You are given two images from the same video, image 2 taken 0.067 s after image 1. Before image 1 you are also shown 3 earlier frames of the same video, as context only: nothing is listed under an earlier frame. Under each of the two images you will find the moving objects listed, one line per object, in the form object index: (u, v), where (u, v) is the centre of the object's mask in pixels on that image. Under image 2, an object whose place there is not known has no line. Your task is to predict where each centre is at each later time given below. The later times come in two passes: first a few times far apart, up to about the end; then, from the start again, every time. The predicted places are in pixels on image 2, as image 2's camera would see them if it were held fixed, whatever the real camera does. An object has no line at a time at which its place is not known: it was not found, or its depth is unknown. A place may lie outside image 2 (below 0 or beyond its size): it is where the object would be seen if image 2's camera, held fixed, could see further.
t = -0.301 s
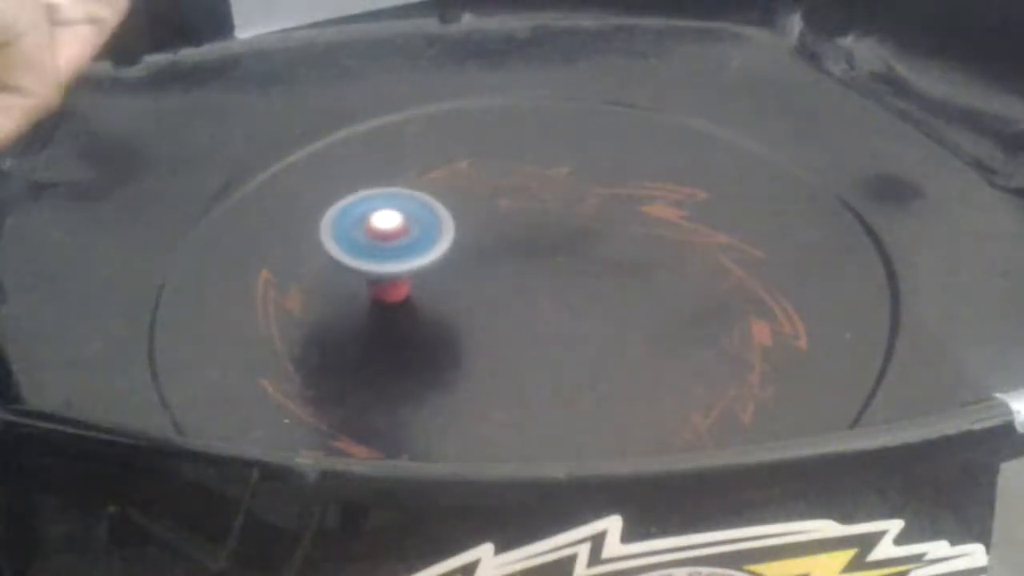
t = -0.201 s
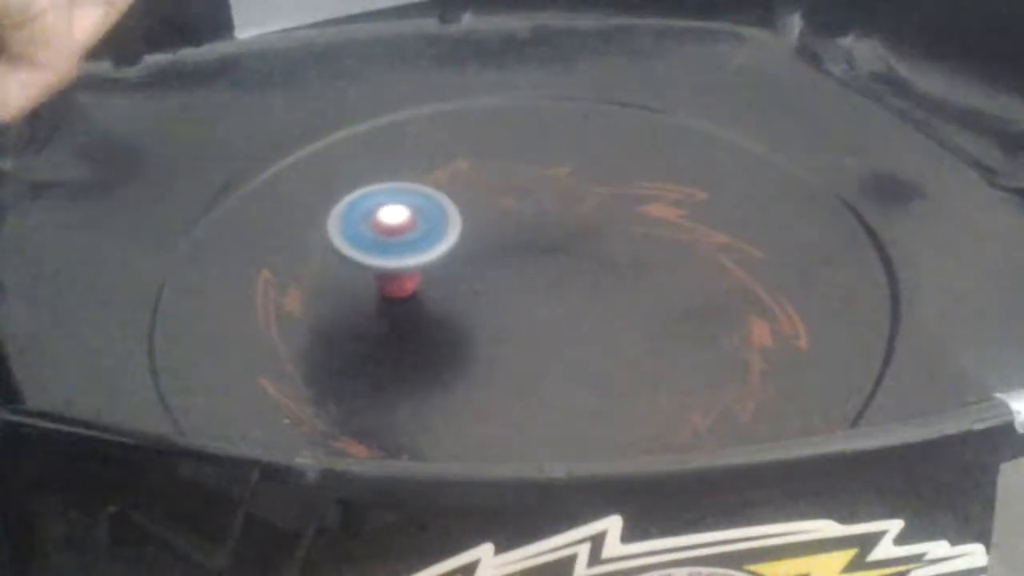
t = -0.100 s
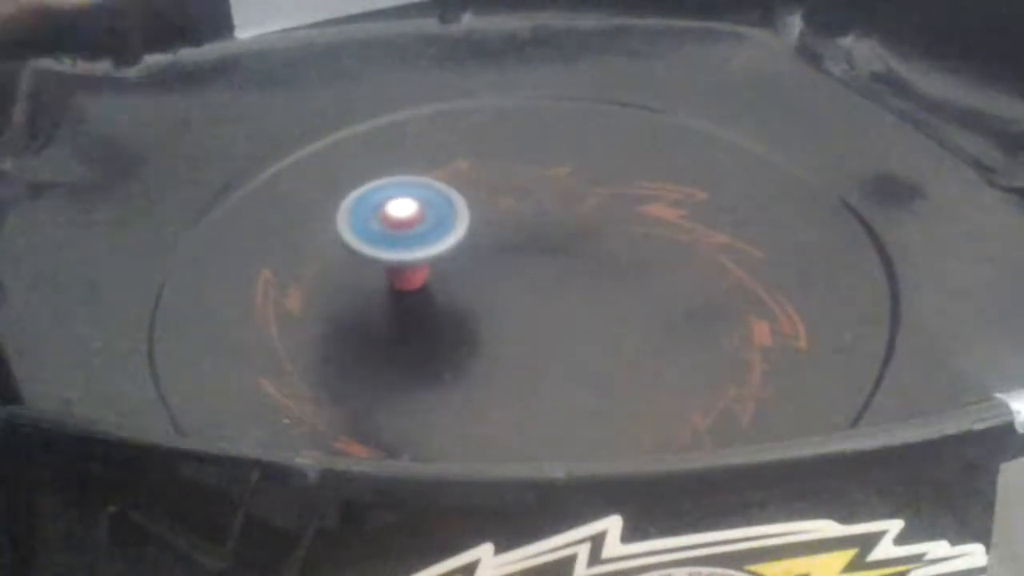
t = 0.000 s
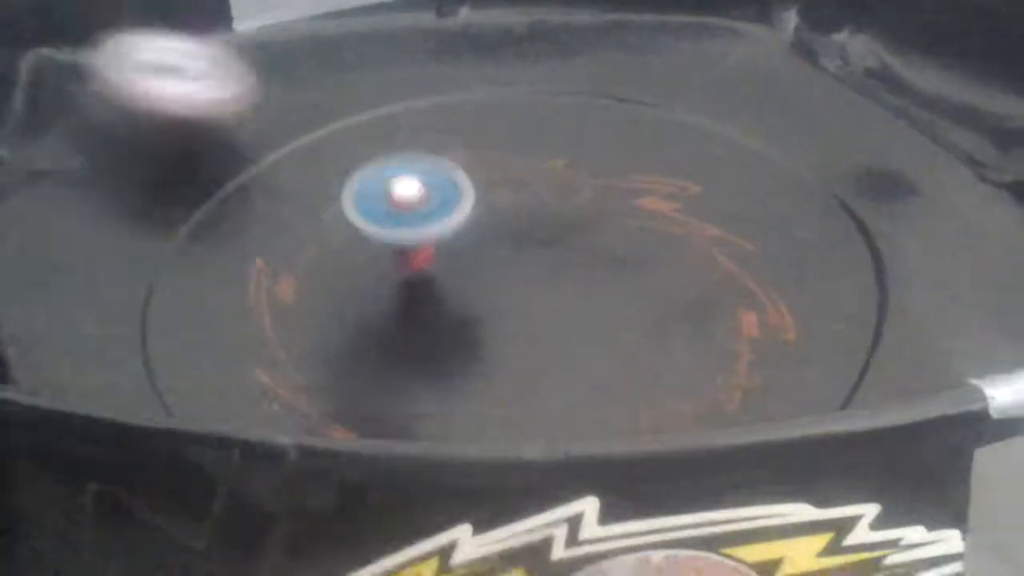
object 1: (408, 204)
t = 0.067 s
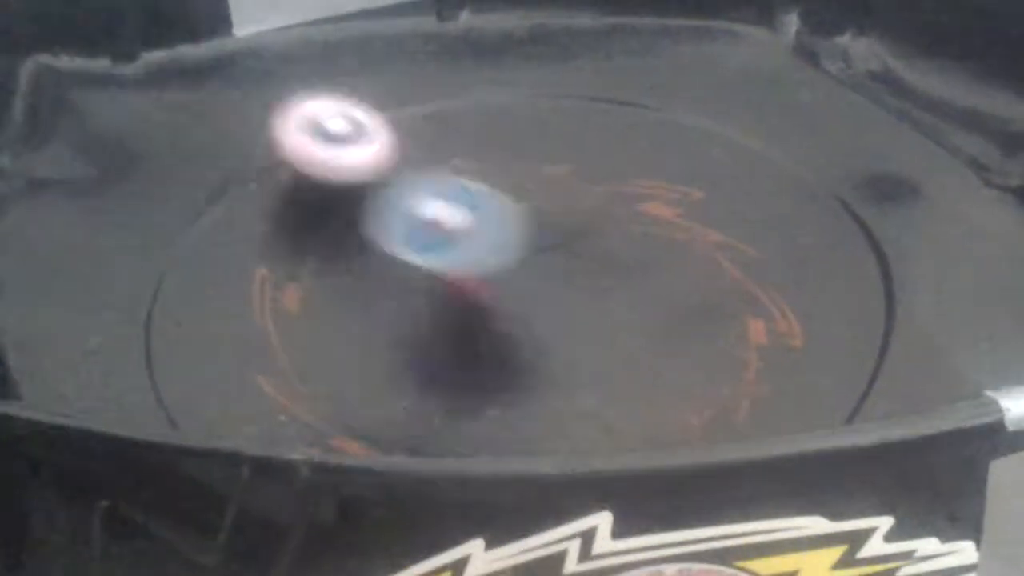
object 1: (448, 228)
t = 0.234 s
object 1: (745, 371)
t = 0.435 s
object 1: (887, 343)
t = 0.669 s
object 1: (855, 300)
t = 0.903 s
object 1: (639, 273)
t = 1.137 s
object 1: (435, 329)
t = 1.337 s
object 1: (325, 394)
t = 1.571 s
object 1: (369, 418)
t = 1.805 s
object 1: (188, 389)
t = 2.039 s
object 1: (151, 356)
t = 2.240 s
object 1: (230, 325)
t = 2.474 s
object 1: (361, 270)
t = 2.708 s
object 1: (416, 159)
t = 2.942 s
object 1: (426, 130)
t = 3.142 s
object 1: (478, 179)
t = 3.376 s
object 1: (623, 176)
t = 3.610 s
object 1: (739, 139)
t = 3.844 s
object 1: (779, 139)
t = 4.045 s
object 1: (754, 179)
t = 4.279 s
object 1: (764, 325)
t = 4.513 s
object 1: (685, 420)
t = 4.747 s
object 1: (459, 426)
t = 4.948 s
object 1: (247, 375)
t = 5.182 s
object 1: (180, 269)
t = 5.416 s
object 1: (353, 281)
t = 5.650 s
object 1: (370, 302)
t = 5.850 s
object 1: (290, 308)
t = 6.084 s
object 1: (117, 257)
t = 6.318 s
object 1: (80, 222)
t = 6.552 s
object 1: (184, 213)
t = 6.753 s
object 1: (331, 204)
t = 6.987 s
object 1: (489, 187)
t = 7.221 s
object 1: (614, 143)
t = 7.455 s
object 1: (681, 165)
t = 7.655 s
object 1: (695, 223)
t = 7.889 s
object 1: (875, 300)
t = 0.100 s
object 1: (512, 264)
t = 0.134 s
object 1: (576, 301)
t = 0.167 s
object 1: (637, 335)
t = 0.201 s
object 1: (695, 359)
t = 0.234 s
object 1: (745, 371)
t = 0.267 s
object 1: (790, 374)
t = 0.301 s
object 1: (821, 367)
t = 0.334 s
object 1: (842, 365)
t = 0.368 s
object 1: (860, 359)
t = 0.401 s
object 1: (875, 351)
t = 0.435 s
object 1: (887, 343)
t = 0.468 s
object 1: (893, 336)
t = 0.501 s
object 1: (895, 328)
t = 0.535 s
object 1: (894, 320)
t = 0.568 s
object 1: (890, 313)
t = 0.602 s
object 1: (882, 307)
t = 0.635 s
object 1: (871, 302)
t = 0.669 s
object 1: (855, 300)
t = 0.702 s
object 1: (830, 296)
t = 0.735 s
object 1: (802, 295)
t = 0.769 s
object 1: (770, 291)
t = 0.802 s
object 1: (736, 286)
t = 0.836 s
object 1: (703, 282)
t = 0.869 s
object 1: (670, 276)
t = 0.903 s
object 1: (639, 273)
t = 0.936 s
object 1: (609, 271)
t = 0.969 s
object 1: (580, 271)
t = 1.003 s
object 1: (552, 278)
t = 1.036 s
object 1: (523, 288)
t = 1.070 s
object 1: (493, 301)
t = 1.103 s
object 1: (465, 315)
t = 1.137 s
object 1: (435, 329)
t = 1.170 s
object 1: (404, 345)
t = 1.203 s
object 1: (376, 359)
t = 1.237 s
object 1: (353, 373)
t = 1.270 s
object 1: (338, 381)
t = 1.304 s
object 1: (329, 387)
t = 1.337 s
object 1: (325, 394)
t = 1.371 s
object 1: (324, 400)
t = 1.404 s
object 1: (327, 405)
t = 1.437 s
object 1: (332, 411)
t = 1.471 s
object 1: (337, 413)
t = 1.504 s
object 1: (346, 416)
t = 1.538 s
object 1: (357, 418)
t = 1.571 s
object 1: (369, 418)
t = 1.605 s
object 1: (382, 416)
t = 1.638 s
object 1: (394, 414)
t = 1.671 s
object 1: (383, 409)
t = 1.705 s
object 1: (325, 413)
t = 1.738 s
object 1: (266, 408)
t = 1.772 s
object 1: (221, 397)
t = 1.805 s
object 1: (188, 389)
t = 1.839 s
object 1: (164, 383)
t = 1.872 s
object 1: (150, 376)
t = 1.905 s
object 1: (142, 370)
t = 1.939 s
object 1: (140, 367)
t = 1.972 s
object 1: (141, 363)
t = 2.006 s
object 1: (146, 359)
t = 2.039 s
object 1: (151, 356)
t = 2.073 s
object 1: (159, 352)
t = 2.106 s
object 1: (167, 346)
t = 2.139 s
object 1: (178, 342)
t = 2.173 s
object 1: (193, 339)
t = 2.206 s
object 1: (211, 332)
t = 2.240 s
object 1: (230, 325)
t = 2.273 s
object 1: (248, 318)
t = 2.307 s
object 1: (267, 311)
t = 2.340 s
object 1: (285, 305)
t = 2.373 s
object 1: (304, 297)
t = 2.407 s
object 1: (323, 291)
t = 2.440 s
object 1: (343, 281)
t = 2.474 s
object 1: (361, 270)
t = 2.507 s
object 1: (377, 258)
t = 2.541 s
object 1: (389, 242)
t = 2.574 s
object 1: (400, 225)
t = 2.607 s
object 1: (407, 207)
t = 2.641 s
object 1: (411, 189)
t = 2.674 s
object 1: (415, 173)
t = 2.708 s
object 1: (416, 159)
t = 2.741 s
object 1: (416, 149)
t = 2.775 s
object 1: (416, 140)
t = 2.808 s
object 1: (417, 133)
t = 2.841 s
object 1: (418, 129)
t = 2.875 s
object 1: (419, 127)
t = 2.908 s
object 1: (422, 127)
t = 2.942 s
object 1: (426, 130)
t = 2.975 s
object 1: (431, 134)
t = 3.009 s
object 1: (438, 141)
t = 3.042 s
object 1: (447, 151)
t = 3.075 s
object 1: (456, 159)
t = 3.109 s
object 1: (466, 169)
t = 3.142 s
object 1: (478, 179)
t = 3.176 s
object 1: (492, 186)
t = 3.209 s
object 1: (507, 191)
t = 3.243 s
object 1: (525, 193)
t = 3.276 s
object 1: (547, 192)
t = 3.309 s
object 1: (570, 189)
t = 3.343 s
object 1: (596, 183)
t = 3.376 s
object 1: (623, 176)
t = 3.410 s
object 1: (648, 169)
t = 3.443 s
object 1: (670, 161)
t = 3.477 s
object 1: (689, 154)
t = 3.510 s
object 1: (705, 149)
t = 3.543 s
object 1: (718, 144)
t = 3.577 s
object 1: (729, 141)
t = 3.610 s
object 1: (739, 139)
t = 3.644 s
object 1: (748, 137)
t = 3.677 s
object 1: (755, 135)
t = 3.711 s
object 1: (762, 135)
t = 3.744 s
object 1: (768, 135)
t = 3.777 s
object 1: (772, 135)
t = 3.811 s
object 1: (776, 137)
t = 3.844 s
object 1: (779, 139)
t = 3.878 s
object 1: (778, 142)
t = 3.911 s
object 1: (778, 148)
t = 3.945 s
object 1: (775, 155)
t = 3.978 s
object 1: (771, 163)
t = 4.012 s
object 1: (764, 171)
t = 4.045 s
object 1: (754, 179)
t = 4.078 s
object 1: (743, 189)
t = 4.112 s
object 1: (731, 199)
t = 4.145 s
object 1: (742, 213)
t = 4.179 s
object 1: (757, 246)
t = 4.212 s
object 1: (766, 277)
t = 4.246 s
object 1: (767, 303)
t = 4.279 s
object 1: (764, 325)
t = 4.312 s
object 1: (757, 347)
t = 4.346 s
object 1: (747, 366)
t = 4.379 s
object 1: (735, 380)
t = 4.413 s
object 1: (720, 393)
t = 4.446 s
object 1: (708, 404)
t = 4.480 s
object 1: (696, 412)
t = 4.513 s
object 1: (685, 420)
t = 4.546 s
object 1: (671, 424)
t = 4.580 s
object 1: (652, 427)
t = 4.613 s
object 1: (632, 427)
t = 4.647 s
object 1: (606, 427)
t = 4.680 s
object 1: (554, 428)
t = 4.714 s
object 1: (505, 429)
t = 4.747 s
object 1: (459, 426)
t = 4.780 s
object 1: (413, 423)
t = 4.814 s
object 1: (373, 419)
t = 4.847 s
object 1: (342, 413)
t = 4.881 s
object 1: (318, 405)
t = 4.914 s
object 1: (288, 392)
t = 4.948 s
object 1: (247, 375)
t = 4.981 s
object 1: (209, 356)
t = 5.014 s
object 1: (178, 337)
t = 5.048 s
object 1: (155, 317)
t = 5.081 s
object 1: (149, 300)
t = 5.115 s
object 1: (154, 288)
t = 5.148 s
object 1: (165, 278)
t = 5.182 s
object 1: (180, 269)
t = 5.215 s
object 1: (198, 264)
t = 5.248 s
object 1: (218, 261)
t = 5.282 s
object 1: (241, 261)
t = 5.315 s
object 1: (266, 263)
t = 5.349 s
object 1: (293, 268)
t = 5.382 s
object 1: (323, 275)
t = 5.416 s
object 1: (353, 281)
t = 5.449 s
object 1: (379, 285)
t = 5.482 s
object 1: (399, 289)
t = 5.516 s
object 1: (409, 293)
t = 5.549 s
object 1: (410, 296)
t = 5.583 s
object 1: (404, 299)
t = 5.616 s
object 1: (390, 301)
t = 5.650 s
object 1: (370, 302)
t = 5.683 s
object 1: (347, 302)
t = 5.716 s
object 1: (328, 301)
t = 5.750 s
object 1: (314, 302)
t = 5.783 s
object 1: (303, 303)
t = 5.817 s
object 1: (296, 305)
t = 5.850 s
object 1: (290, 308)
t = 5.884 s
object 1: (287, 309)
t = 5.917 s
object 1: (285, 310)
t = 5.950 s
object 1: (250, 298)
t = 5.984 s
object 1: (195, 290)
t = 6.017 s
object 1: (159, 275)
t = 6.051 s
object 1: (134, 264)
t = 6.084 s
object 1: (117, 257)
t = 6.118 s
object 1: (104, 250)
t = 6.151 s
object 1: (94, 243)
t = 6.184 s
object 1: (87, 237)
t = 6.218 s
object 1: (81, 233)
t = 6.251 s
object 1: (78, 229)
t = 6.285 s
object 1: (77, 225)
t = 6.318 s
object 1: (80, 222)
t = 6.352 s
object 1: (86, 220)
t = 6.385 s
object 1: (94, 219)
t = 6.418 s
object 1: (107, 218)
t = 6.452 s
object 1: (123, 218)
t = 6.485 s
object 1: (142, 218)
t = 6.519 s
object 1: (163, 215)
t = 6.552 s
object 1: (184, 213)
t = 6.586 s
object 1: (208, 212)
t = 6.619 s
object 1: (232, 210)
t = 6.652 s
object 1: (258, 207)
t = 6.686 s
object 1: (282, 206)
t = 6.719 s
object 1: (307, 205)
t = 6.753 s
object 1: (331, 204)
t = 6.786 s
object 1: (356, 202)
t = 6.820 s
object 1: (379, 204)
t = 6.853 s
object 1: (400, 205)
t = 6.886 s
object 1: (422, 203)
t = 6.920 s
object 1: (443, 200)
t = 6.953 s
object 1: (465, 194)
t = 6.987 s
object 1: (489, 187)
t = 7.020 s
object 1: (515, 178)
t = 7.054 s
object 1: (541, 168)
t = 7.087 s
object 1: (564, 161)
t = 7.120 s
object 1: (581, 154)
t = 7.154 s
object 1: (594, 149)
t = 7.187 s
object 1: (604, 145)
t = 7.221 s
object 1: (614, 143)
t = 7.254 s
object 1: (624, 142)
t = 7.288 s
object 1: (634, 143)
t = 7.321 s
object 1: (644, 145)
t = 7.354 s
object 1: (654, 149)
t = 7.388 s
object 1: (663, 153)
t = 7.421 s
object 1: (673, 159)
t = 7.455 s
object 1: (681, 165)
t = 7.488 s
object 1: (687, 173)
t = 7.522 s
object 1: (692, 182)
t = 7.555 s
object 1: (696, 191)
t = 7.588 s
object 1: (697, 201)
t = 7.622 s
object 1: (696, 213)
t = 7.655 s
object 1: (695, 223)
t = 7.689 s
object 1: (692, 234)
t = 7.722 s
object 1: (690, 244)
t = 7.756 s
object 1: (737, 251)
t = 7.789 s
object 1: (795, 272)
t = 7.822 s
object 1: (837, 284)
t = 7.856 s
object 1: (862, 288)
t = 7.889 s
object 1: (875, 300)
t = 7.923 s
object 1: (886, 311)
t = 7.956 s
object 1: (891, 322)
